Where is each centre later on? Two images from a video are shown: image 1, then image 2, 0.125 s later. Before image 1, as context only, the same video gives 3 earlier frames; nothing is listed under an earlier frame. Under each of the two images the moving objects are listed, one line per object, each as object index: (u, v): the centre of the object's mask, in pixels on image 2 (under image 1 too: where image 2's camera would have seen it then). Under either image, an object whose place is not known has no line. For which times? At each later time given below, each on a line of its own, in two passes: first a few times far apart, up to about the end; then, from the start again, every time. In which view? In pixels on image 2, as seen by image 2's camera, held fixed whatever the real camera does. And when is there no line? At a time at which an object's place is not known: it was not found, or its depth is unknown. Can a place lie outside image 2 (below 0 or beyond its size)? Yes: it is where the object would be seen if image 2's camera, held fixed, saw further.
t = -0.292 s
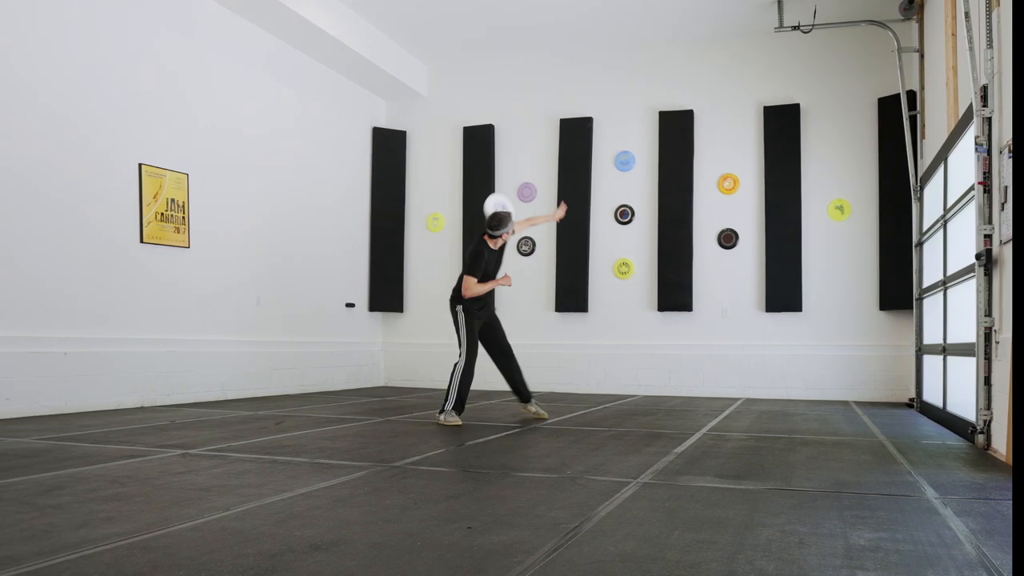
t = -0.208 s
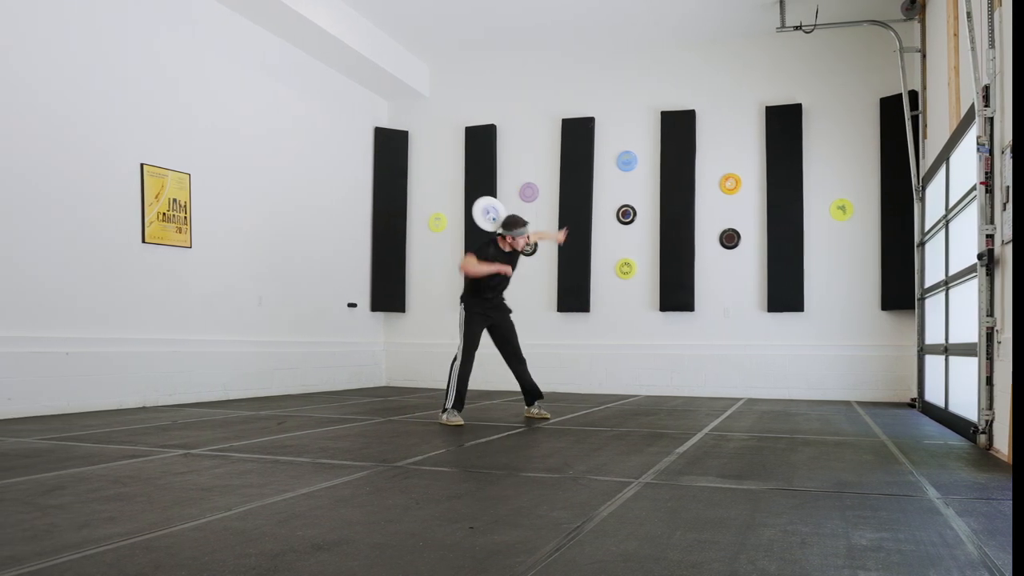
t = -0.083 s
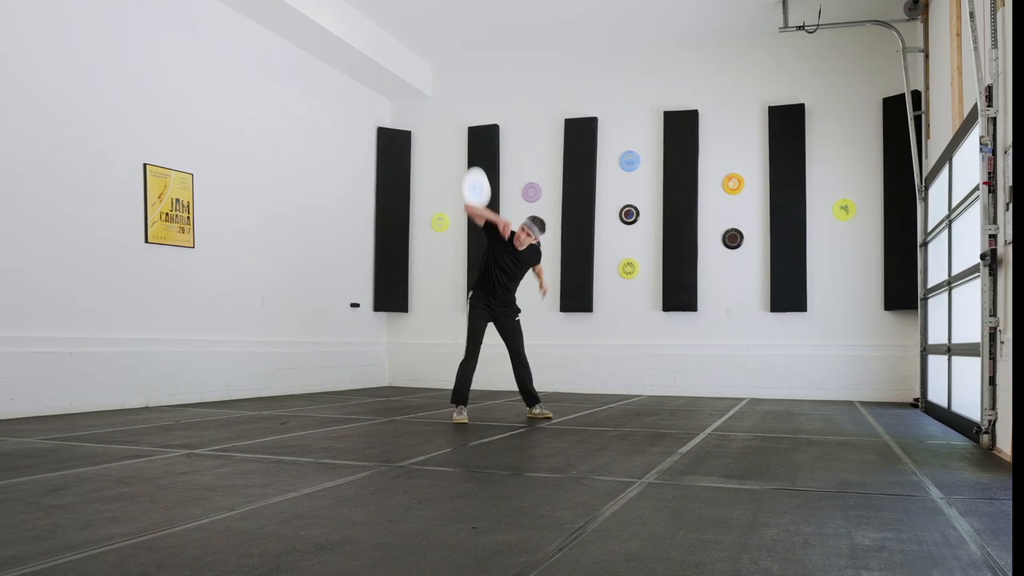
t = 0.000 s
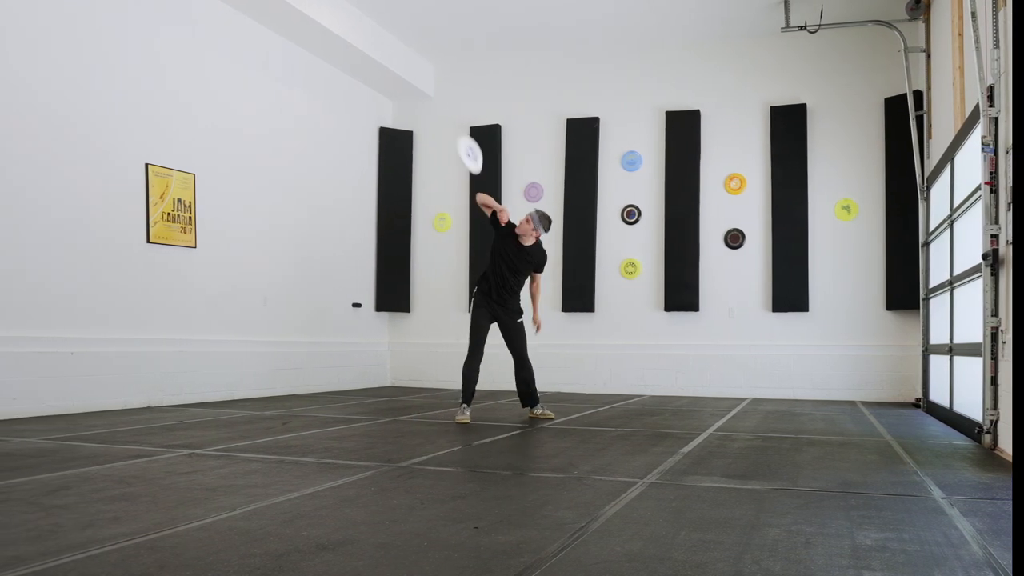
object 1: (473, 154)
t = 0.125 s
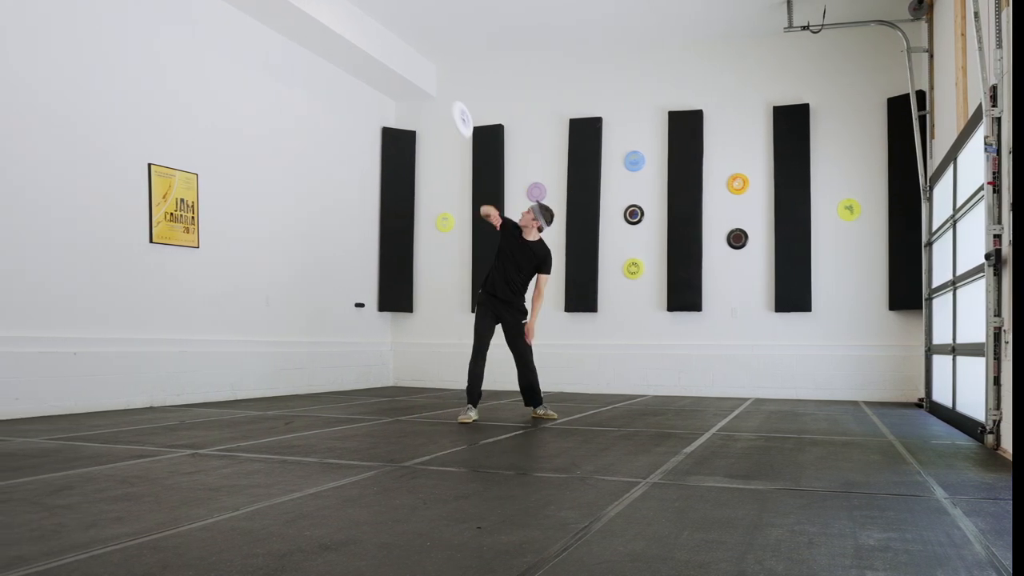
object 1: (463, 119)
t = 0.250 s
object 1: (454, 103)
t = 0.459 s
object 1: (439, 122)
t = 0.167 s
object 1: (460, 112)
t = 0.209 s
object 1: (457, 106)
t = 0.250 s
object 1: (454, 103)
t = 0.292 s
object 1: (451, 103)
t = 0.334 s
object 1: (448, 104)
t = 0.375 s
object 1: (445, 108)
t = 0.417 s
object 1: (442, 114)
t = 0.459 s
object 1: (439, 122)
